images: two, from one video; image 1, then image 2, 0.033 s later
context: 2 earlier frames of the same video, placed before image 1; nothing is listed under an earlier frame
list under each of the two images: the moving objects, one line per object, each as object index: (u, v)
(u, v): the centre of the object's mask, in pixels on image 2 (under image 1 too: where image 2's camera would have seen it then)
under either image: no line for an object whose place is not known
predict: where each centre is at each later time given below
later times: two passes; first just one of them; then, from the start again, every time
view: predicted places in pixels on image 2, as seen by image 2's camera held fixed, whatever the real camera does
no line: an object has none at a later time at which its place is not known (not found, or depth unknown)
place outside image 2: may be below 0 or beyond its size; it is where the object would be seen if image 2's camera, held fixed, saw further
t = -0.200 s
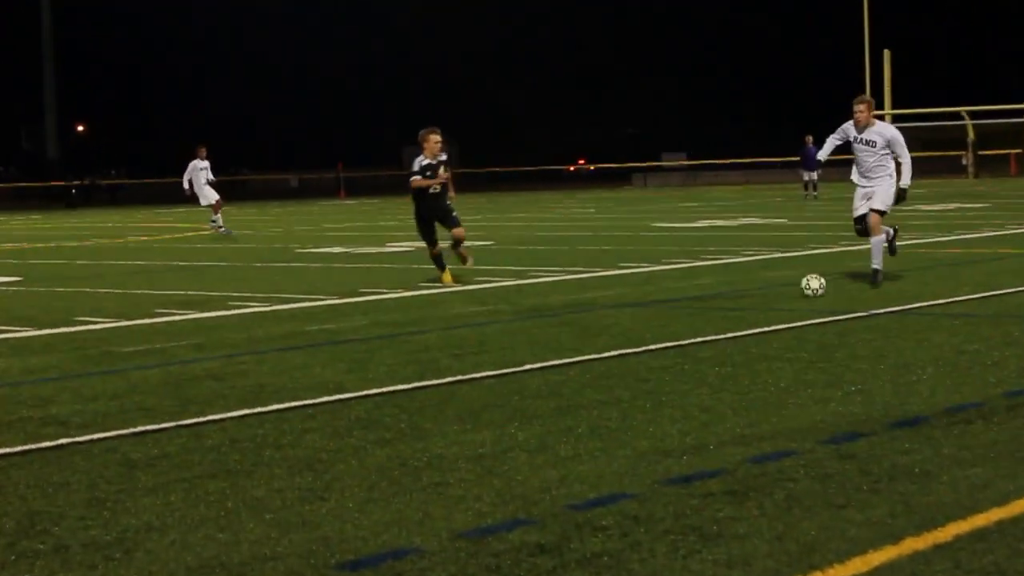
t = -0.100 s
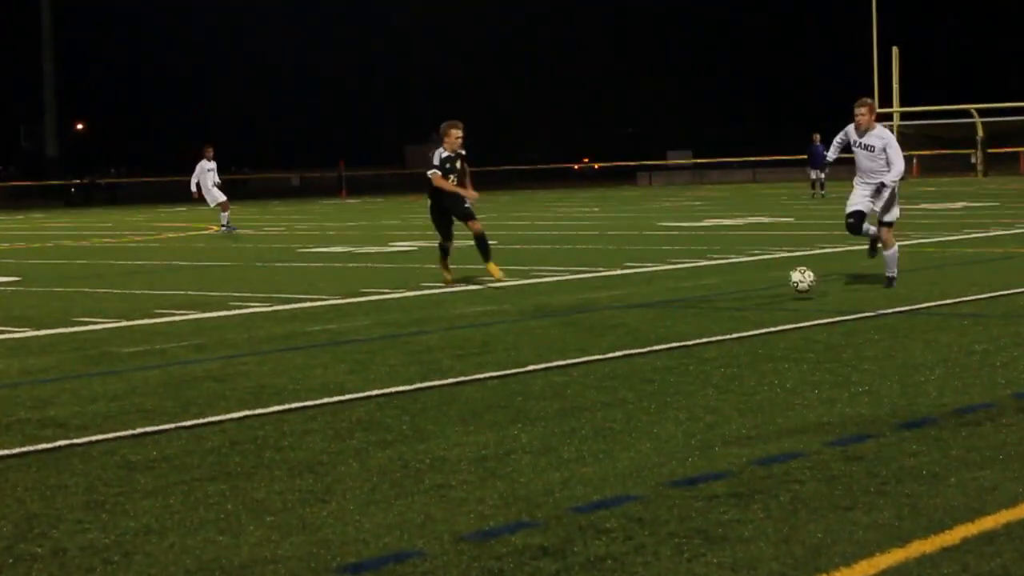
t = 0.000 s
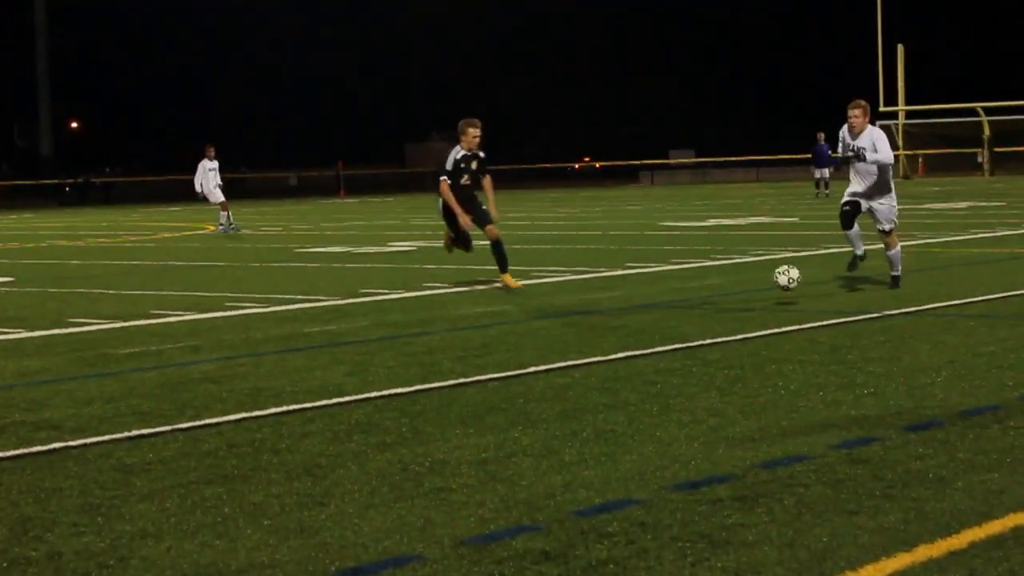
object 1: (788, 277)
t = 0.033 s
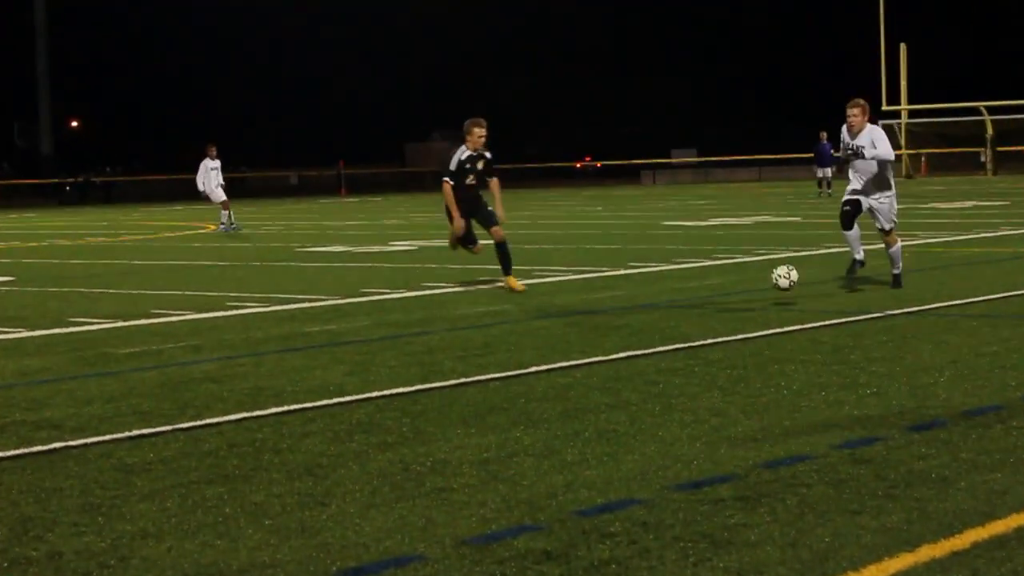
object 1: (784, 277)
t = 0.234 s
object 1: (748, 292)
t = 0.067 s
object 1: (781, 277)
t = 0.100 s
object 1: (771, 280)
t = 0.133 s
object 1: (767, 282)
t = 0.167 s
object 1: (762, 284)
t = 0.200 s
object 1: (752, 289)
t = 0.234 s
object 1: (748, 292)
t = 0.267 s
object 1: (742, 296)
